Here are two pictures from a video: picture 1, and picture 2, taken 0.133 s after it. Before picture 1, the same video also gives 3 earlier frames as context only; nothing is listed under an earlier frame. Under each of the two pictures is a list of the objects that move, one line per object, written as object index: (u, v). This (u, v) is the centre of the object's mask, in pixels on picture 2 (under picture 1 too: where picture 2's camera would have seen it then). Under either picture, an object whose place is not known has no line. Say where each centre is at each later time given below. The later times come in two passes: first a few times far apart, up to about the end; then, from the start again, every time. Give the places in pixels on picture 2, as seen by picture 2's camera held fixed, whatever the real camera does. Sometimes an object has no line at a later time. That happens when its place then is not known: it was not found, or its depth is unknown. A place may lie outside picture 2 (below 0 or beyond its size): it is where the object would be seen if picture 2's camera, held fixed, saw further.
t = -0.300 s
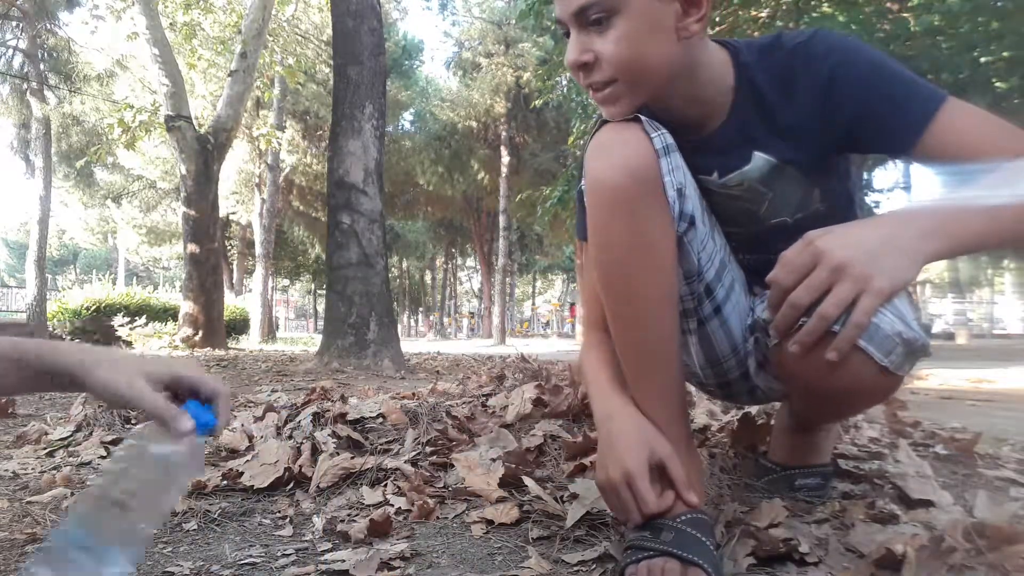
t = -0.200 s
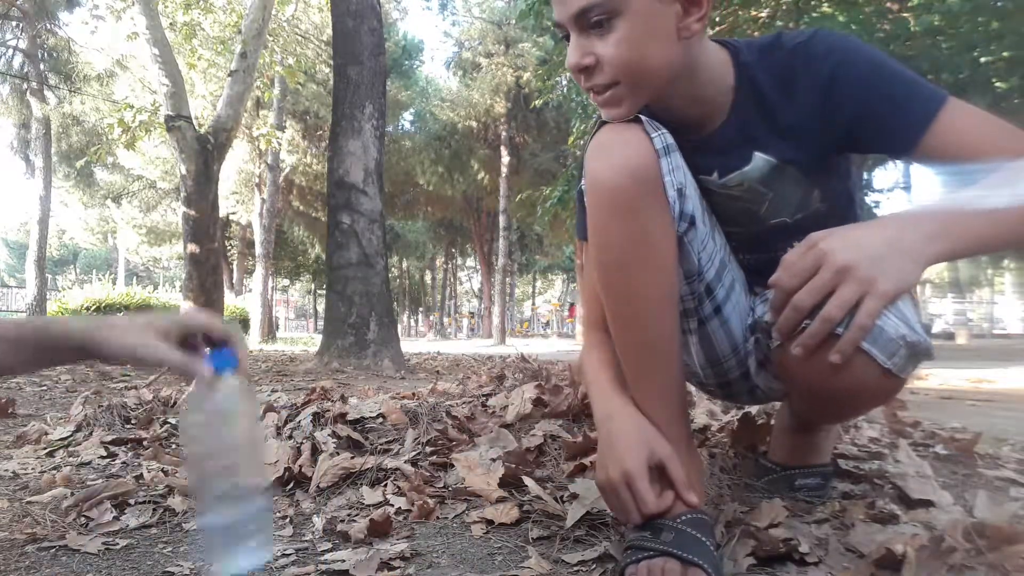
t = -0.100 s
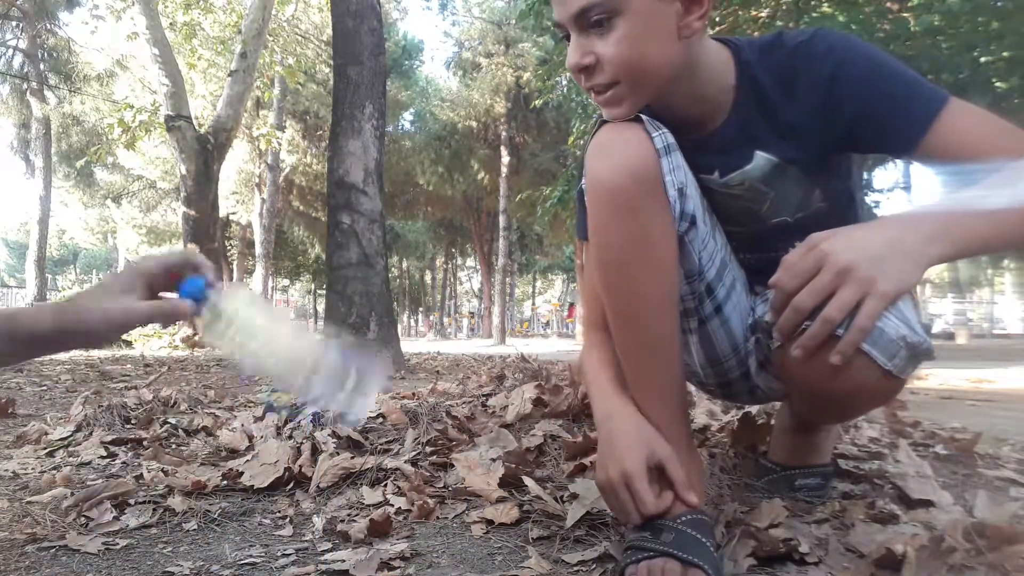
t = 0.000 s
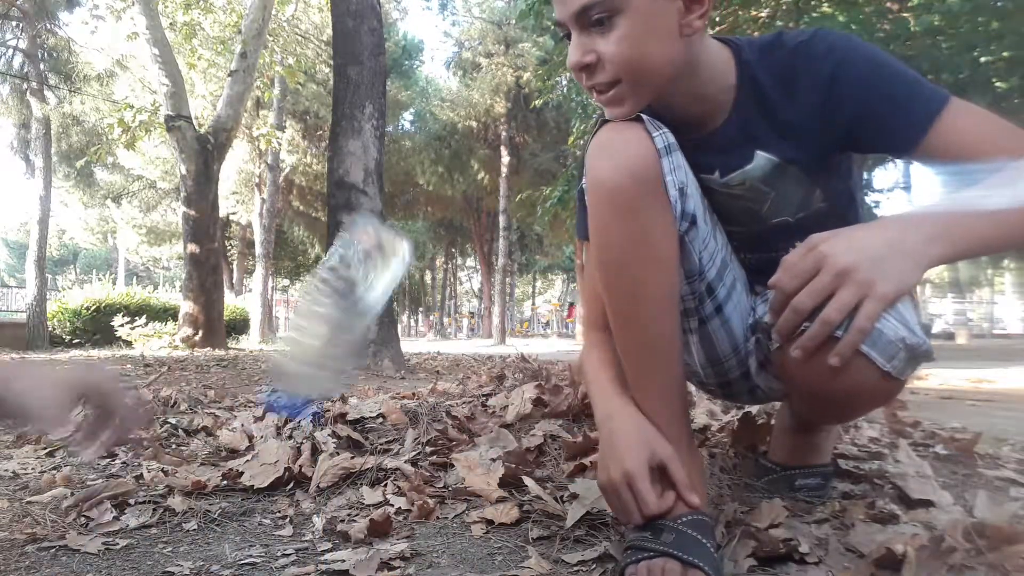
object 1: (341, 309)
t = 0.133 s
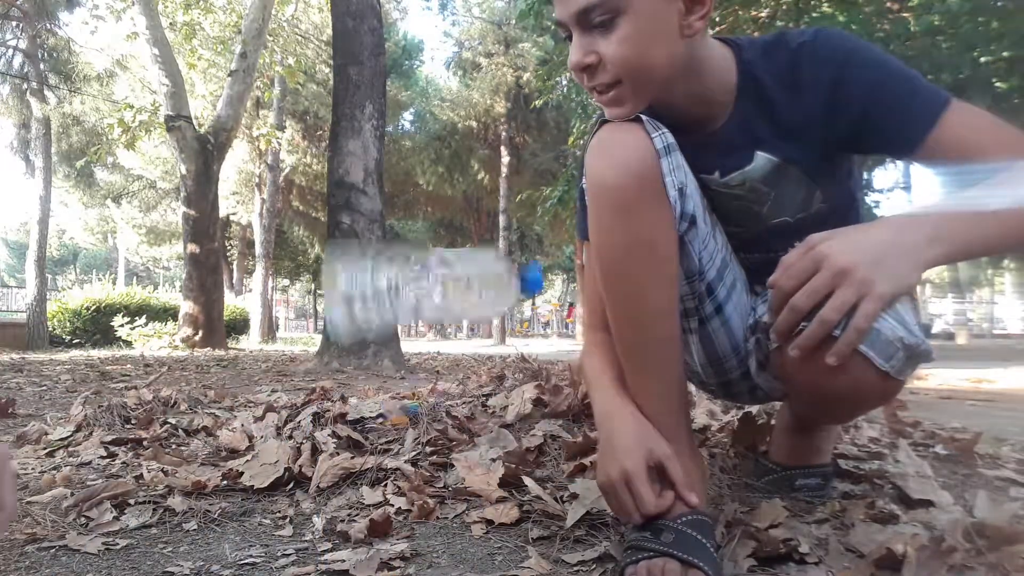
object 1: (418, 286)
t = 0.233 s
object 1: (412, 437)
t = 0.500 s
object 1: (399, 498)
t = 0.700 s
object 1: (399, 498)
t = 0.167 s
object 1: (418, 313)
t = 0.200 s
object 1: (413, 362)
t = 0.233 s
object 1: (412, 437)
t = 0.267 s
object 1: (417, 484)
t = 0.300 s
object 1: (408, 496)
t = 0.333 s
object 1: (404, 498)
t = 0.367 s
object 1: (401, 498)
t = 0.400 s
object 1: (399, 498)
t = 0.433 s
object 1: (399, 498)
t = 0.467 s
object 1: (398, 498)
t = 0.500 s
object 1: (399, 498)
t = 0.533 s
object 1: (399, 498)
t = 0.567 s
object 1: (399, 498)
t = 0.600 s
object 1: (399, 498)
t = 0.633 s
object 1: (399, 498)
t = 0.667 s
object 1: (399, 498)
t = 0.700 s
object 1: (399, 498)
